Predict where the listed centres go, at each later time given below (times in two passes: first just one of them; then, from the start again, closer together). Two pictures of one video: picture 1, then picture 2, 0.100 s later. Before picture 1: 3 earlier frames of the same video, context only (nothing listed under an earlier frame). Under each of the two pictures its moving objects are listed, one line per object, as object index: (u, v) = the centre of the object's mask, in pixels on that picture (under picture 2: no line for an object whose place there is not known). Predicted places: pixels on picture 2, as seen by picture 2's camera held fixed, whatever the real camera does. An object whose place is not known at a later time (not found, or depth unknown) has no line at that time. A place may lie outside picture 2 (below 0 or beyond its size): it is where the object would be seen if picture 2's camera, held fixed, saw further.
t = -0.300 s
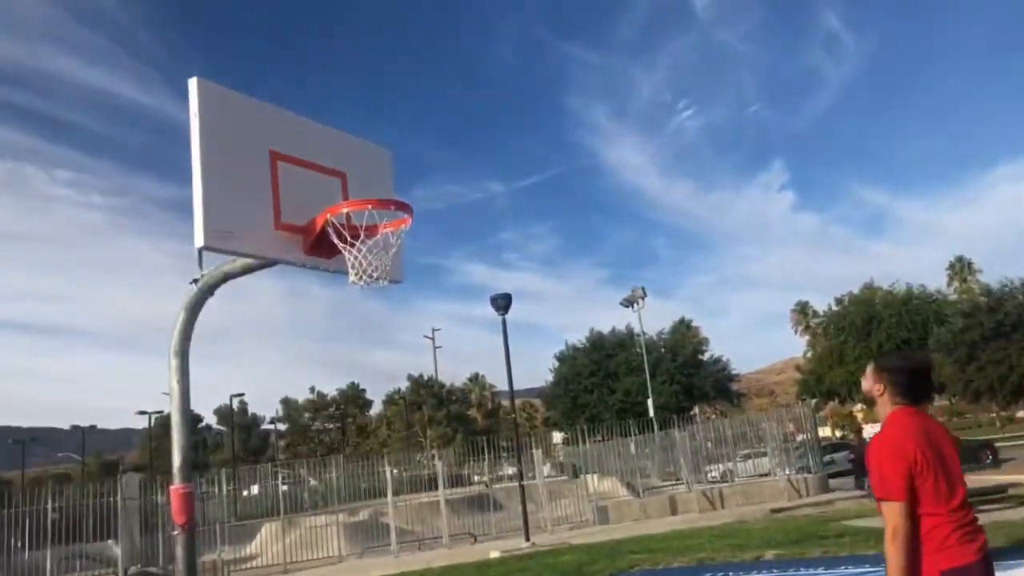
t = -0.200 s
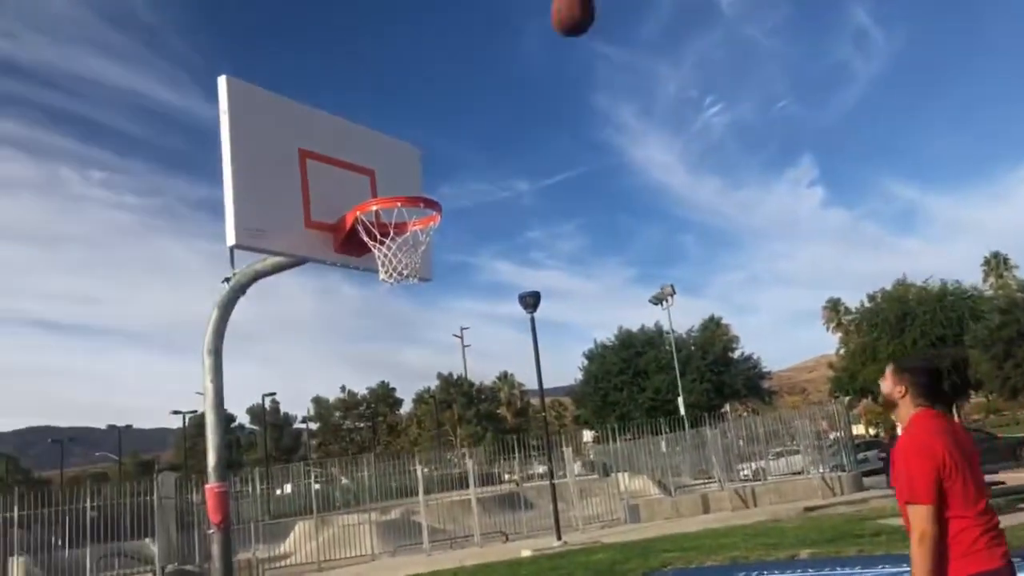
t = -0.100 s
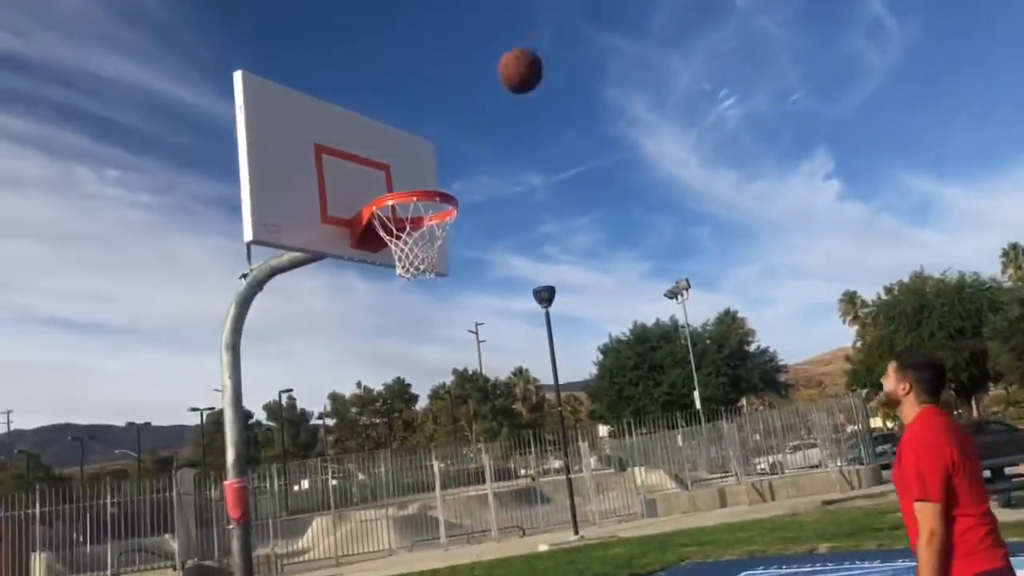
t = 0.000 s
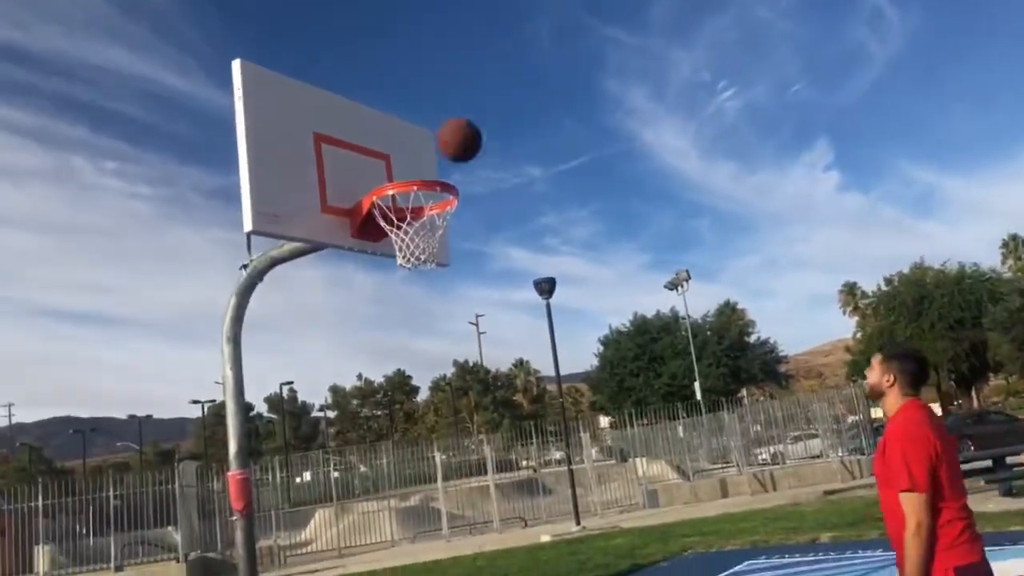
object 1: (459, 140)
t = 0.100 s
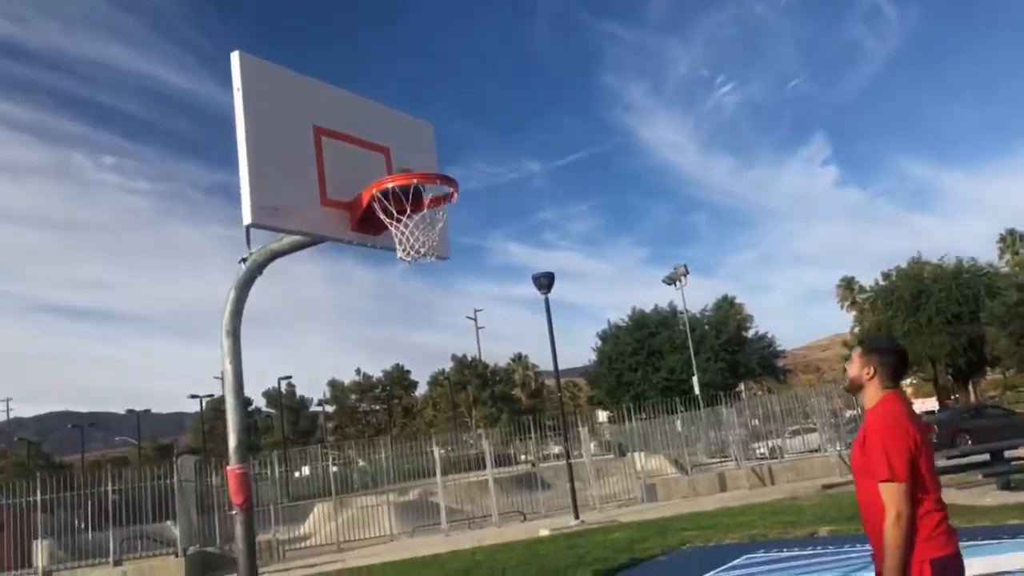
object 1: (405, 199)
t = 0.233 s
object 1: (447, 209)
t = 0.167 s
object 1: (414, 202)
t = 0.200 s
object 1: (433, 207)
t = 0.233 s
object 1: (447, 209)
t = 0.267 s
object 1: (454, 221)
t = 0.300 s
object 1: (445, 220)
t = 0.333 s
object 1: (432, 222)
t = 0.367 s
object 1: (427, 227)
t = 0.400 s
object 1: (422, 234)
